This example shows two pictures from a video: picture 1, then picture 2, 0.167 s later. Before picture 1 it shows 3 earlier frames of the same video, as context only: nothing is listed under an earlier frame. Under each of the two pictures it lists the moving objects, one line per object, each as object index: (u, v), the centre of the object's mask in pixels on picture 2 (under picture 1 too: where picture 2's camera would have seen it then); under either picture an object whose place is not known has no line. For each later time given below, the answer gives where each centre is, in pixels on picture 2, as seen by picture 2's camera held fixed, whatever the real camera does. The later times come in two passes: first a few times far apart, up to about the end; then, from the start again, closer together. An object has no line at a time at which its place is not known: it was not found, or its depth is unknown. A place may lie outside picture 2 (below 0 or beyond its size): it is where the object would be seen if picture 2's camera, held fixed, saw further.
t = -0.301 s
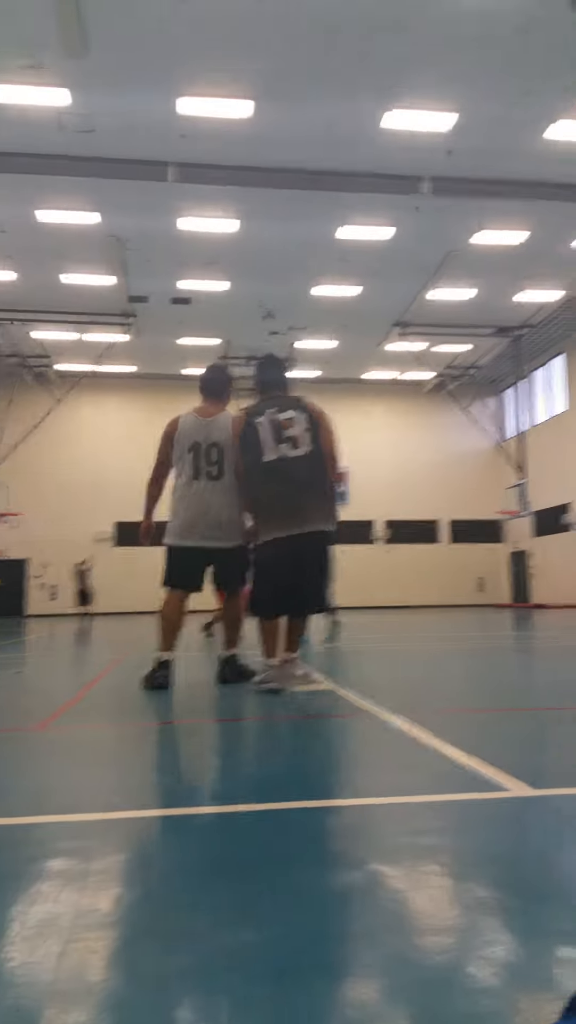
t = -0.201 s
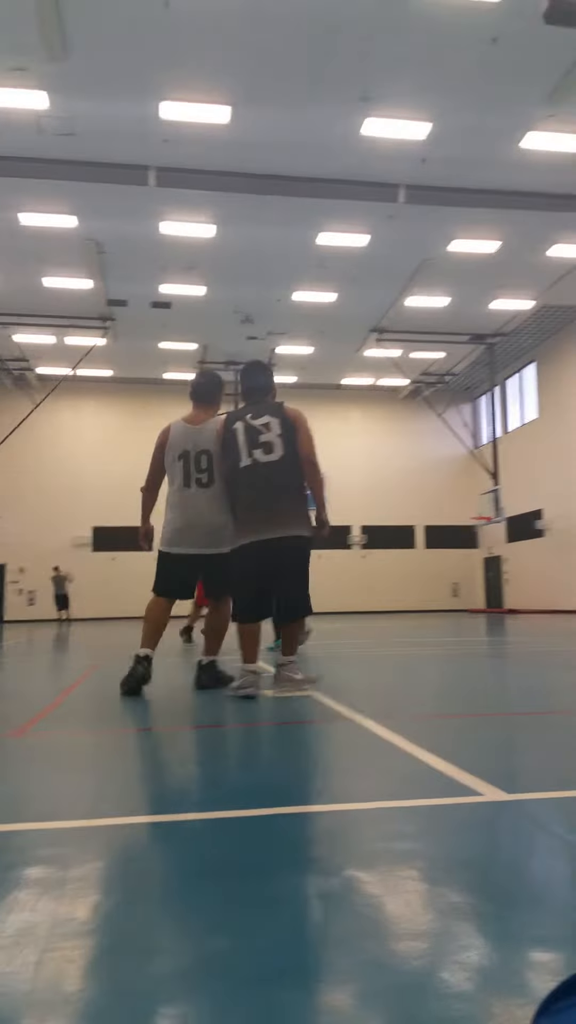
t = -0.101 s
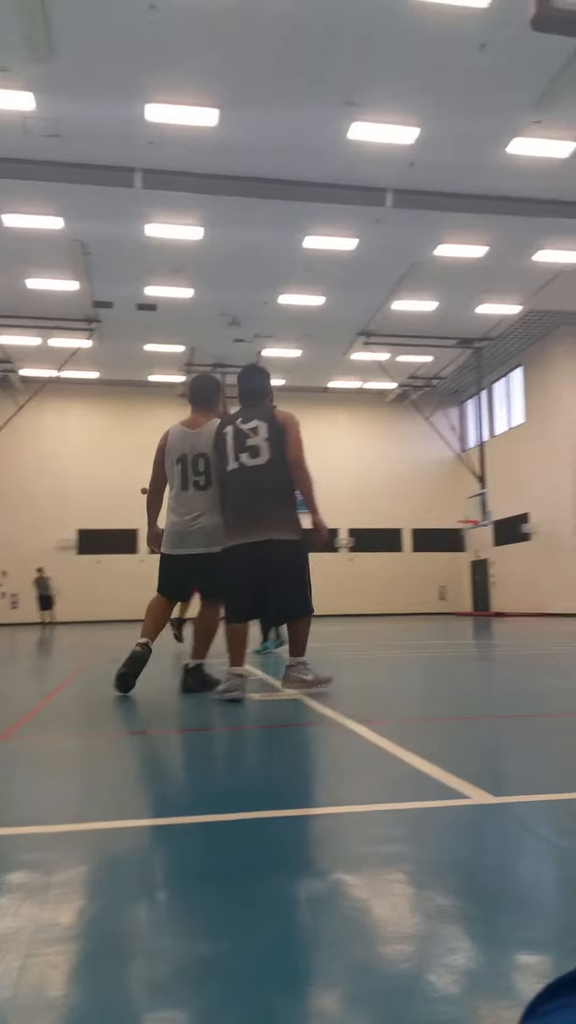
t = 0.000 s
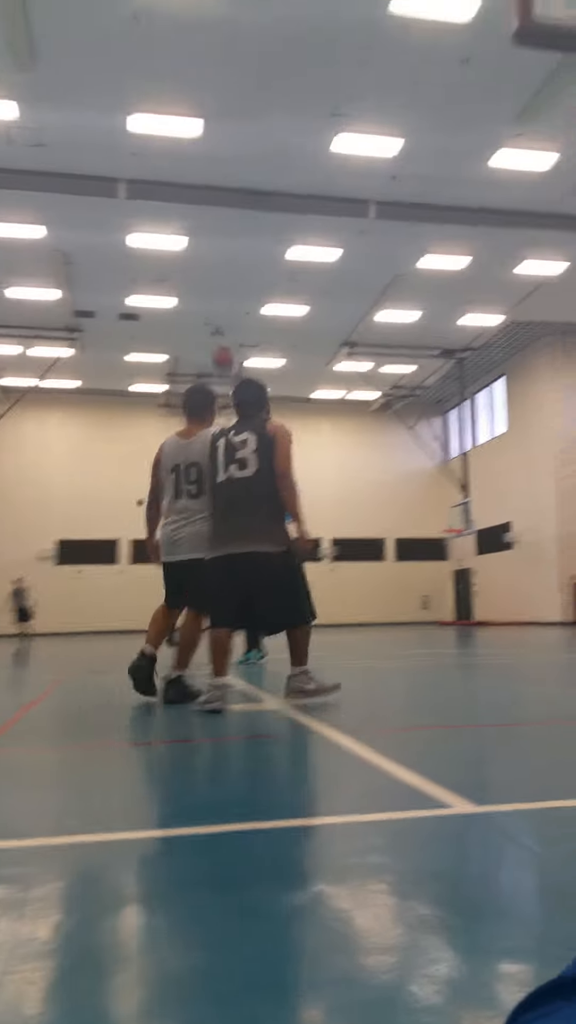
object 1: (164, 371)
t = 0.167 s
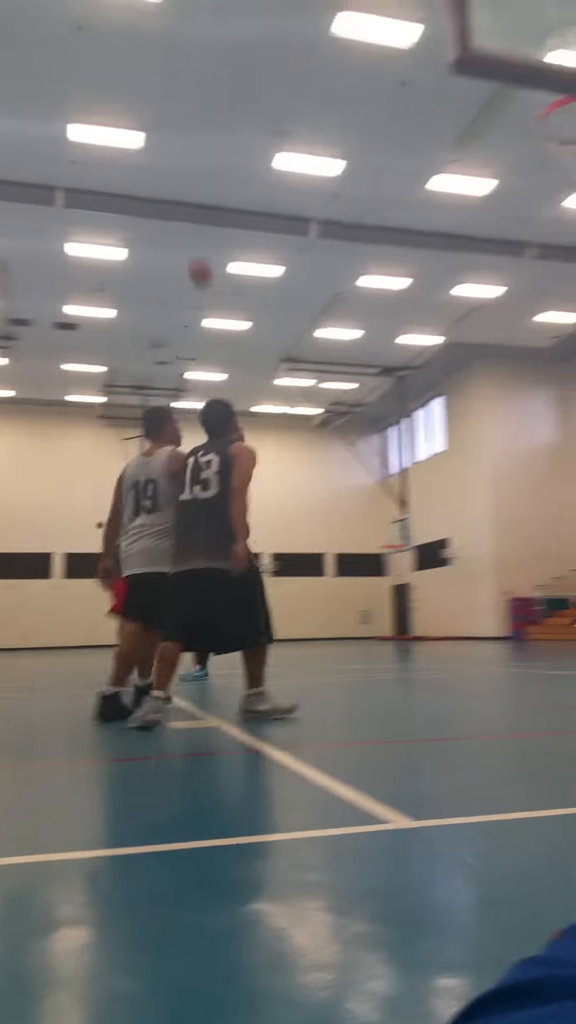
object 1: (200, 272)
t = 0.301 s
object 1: (235, 202)
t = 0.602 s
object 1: (330, 91)
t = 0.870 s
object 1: (441, 58)
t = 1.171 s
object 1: (588, 139)
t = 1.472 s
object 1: (549, 159)
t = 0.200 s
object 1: (209, 254)
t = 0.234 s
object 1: (218, 237)
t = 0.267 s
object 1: (227, 219)
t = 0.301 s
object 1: (235, 202)
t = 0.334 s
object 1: (245, 187)
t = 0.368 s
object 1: (253, 173)
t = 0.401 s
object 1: (263, 159)
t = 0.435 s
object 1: (273, 144)
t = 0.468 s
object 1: (284, 133)
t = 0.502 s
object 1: (294, 122)
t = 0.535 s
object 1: (306, 110)
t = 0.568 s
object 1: (318, 102)
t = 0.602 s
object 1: (330, 91)
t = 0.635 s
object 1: (342, 83)
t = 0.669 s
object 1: (355, 75)
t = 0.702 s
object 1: (369, 69)
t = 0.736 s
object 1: (383, 65)
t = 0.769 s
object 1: (399, 61)
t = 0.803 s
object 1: (415, 57)
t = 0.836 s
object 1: (430, 54)
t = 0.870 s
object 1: (441, 58)
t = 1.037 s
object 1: (543, 93)
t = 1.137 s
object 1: (608, 119)
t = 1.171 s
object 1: (588, 139)
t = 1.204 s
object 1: (571, 151)
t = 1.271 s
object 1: (549, 151)
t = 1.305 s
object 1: (546, 147)
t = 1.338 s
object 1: (544, 146)
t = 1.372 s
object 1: (543, 145)
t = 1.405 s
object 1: (543, 147)
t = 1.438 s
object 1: (545, 153)
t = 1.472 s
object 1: (549, 159)
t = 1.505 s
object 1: (554, 165)
